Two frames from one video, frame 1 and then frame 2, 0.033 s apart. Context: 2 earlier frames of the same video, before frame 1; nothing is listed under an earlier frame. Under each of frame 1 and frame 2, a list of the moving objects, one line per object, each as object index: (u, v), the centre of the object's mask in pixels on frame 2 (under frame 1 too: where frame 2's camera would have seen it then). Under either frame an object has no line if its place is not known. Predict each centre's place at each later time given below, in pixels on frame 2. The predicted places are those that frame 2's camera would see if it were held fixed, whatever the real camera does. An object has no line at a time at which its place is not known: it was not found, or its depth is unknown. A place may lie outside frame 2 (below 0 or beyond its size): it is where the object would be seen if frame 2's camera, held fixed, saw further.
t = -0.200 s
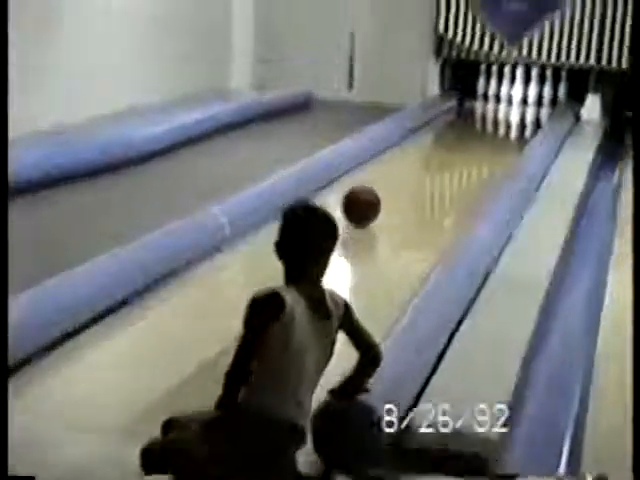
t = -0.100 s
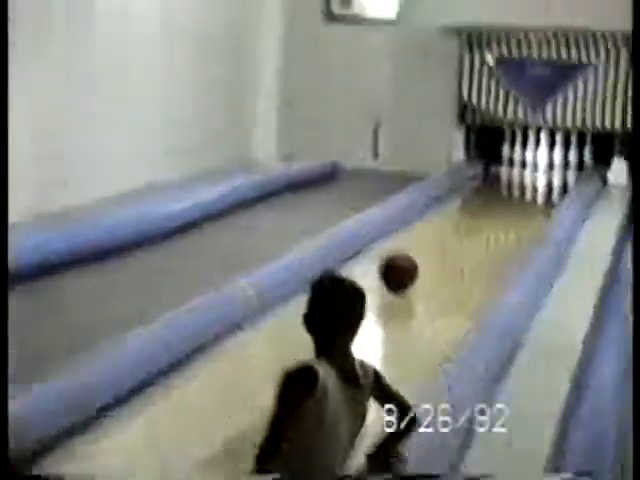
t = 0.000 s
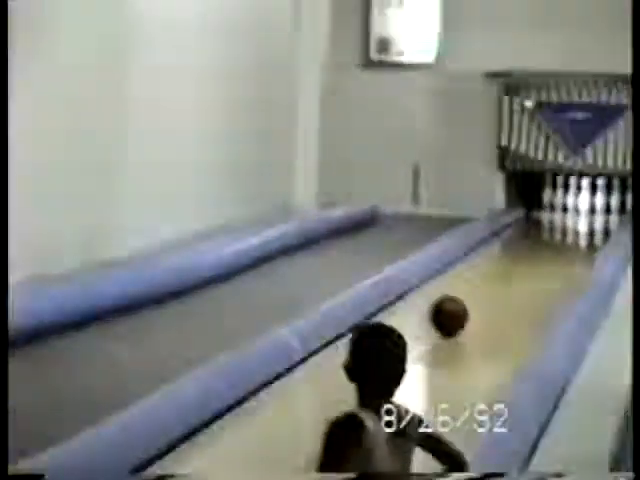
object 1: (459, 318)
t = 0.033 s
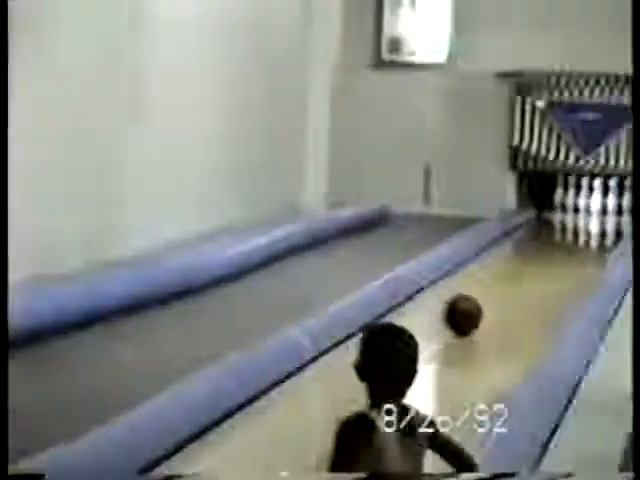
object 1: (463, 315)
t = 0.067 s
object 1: (463, 314)
